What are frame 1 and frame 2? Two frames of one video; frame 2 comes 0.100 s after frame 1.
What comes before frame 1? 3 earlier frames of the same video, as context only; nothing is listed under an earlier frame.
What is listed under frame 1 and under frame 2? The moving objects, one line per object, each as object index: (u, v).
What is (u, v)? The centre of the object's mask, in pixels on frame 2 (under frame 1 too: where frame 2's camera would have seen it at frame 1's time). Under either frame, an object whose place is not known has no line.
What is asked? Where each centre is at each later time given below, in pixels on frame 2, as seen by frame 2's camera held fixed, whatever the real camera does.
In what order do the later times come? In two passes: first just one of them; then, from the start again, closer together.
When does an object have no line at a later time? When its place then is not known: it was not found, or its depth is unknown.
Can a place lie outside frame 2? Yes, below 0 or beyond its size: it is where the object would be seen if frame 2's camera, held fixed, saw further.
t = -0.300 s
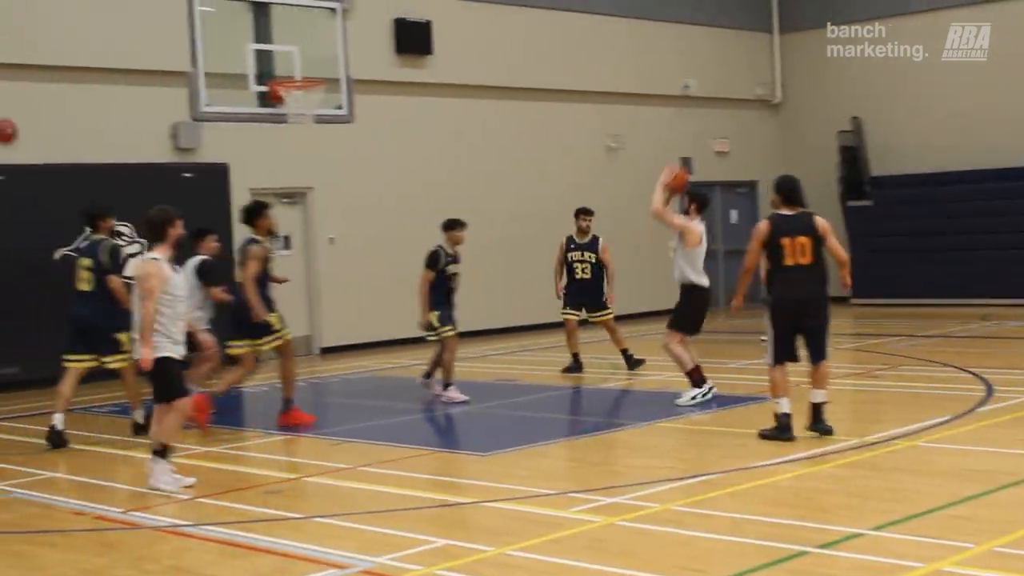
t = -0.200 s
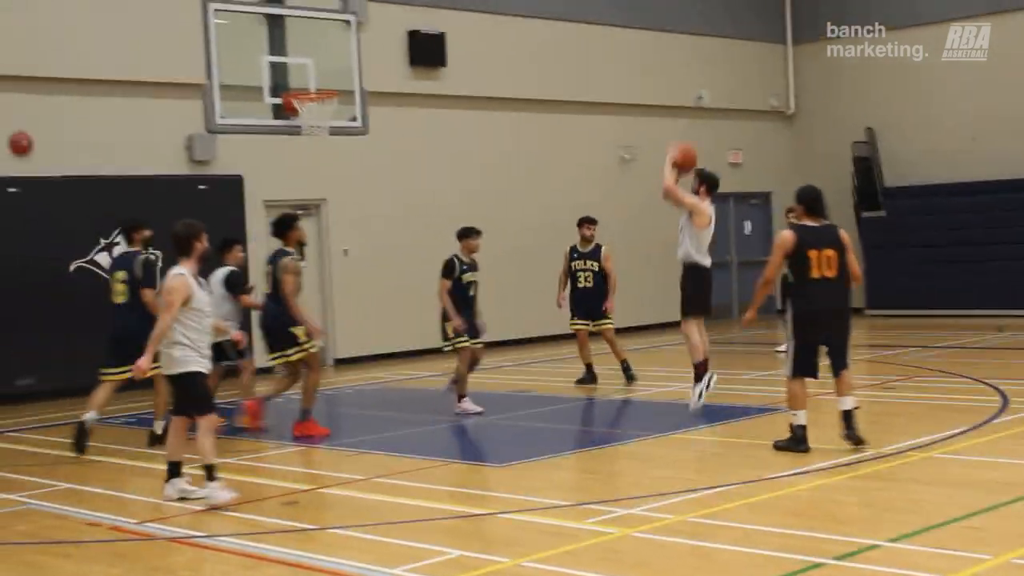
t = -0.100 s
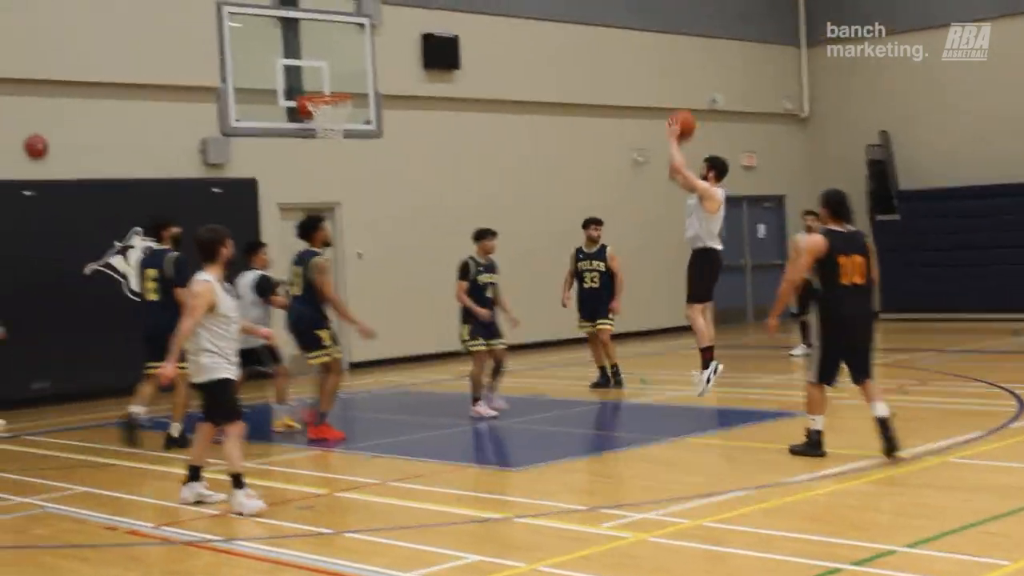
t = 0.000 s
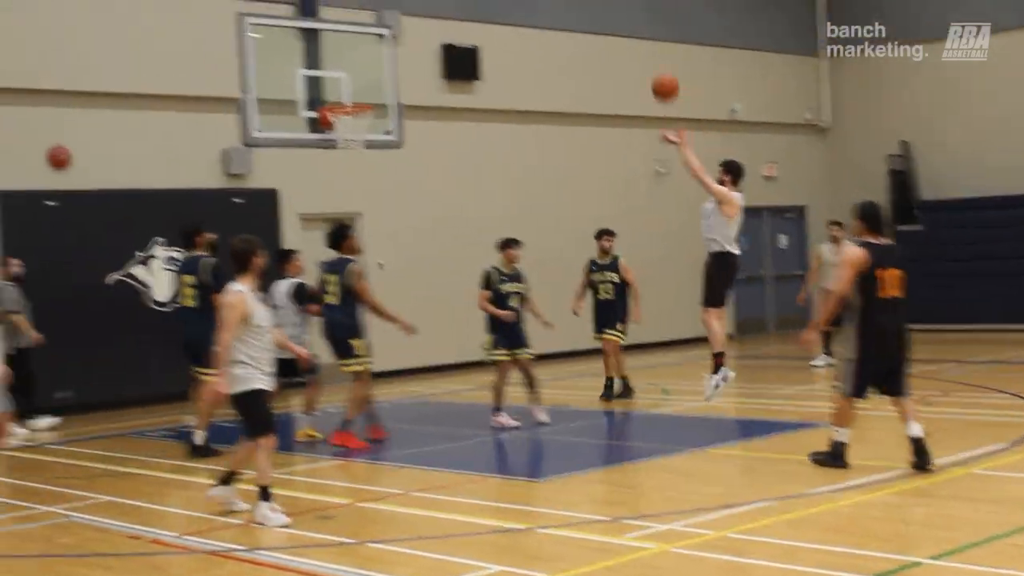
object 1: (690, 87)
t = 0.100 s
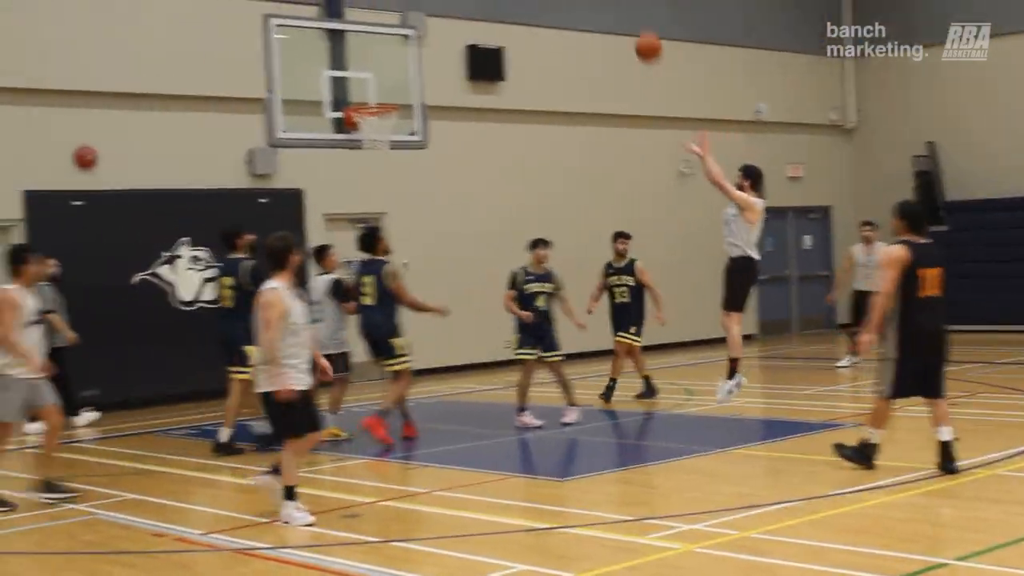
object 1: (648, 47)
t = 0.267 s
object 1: (586, 7)
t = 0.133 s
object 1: (635, 36)
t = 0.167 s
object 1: (622, 26)
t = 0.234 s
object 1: (599, 12)
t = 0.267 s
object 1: (586, 7)
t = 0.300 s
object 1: (575, 5)
